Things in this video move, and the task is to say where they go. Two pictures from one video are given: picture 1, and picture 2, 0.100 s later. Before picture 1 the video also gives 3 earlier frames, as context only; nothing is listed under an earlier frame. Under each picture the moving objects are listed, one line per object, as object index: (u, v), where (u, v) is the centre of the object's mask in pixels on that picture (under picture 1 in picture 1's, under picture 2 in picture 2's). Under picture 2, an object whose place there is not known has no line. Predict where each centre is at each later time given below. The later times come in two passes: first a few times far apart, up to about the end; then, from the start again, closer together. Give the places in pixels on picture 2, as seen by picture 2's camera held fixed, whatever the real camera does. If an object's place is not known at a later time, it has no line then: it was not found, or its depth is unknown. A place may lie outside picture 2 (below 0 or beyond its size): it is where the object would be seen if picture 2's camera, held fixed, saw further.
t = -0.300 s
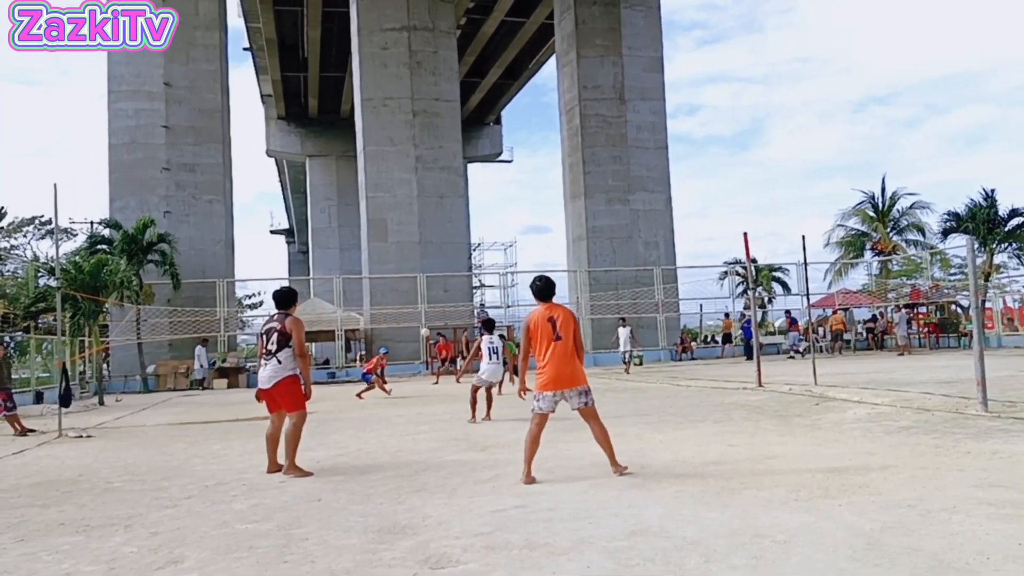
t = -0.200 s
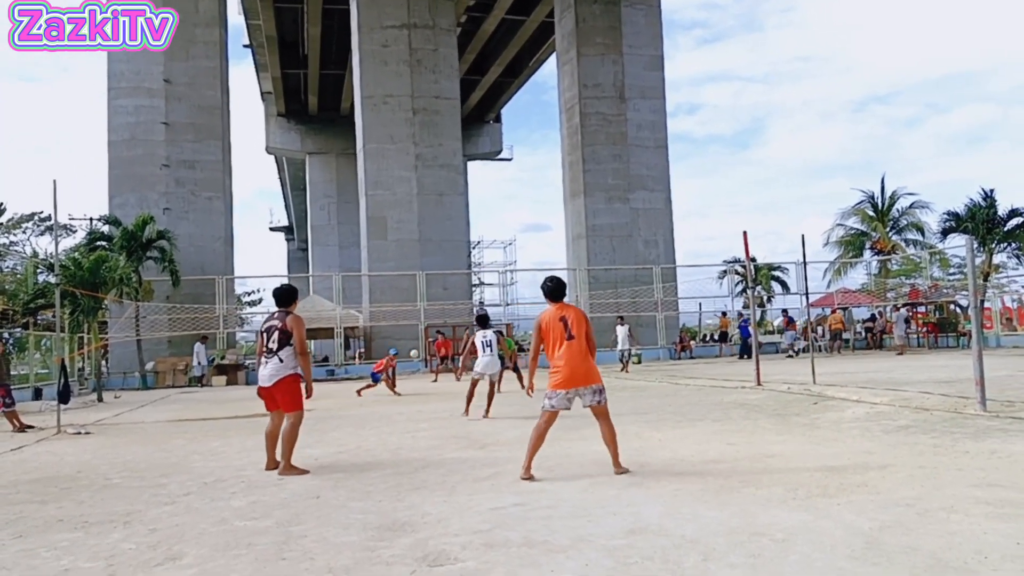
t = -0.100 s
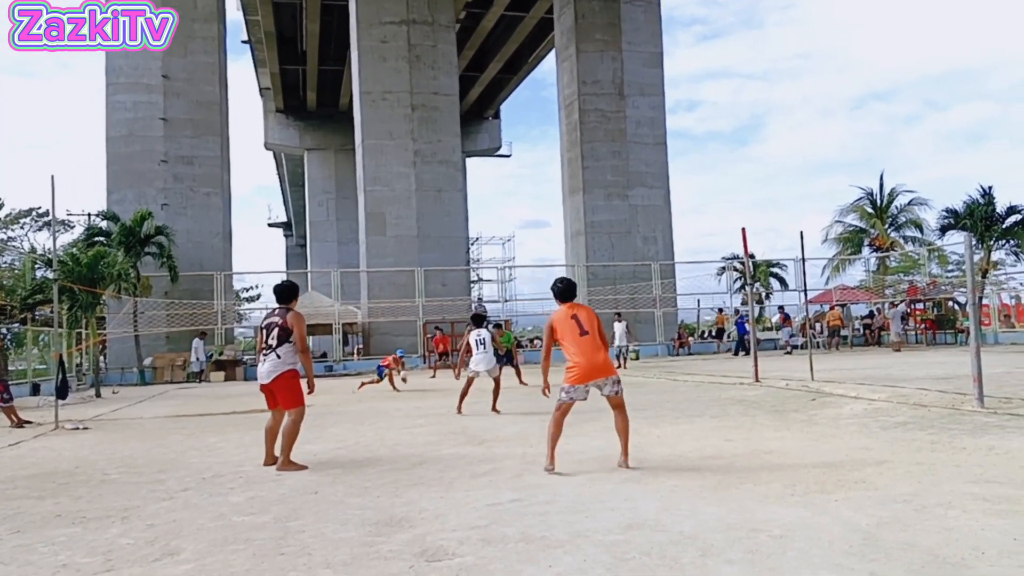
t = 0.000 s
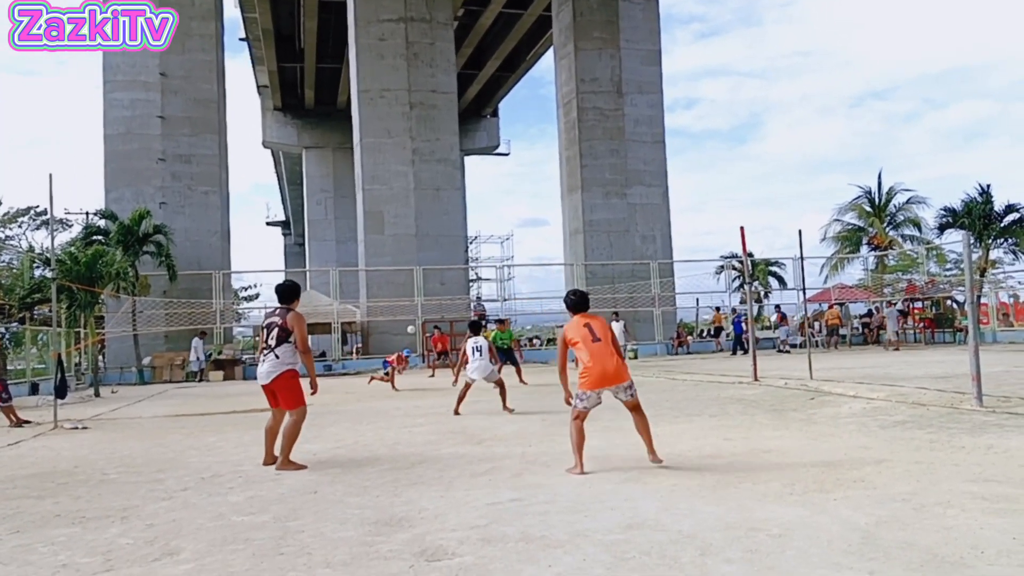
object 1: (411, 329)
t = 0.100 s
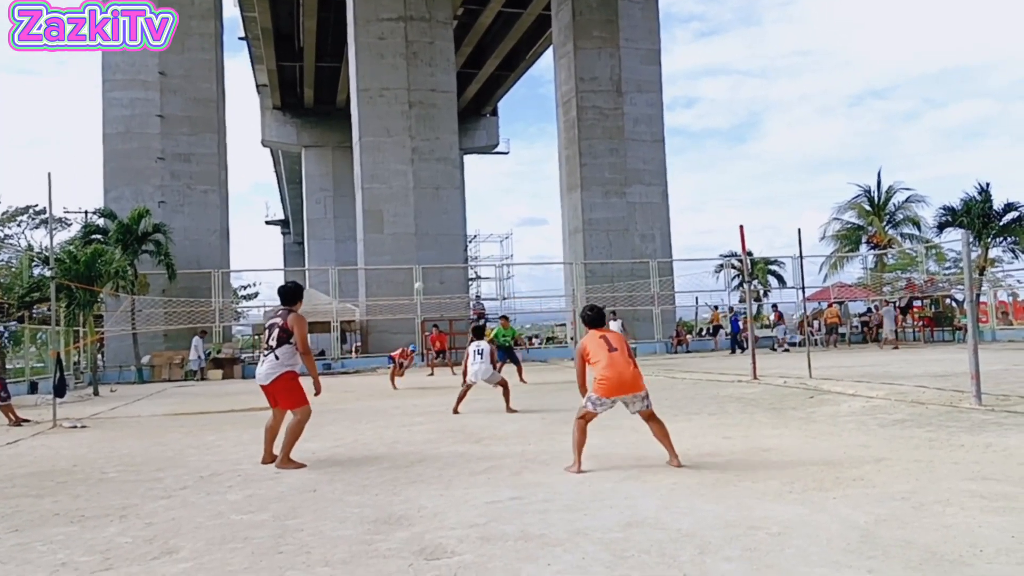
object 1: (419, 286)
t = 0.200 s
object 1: (427, 246)
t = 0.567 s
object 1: (458, 123)
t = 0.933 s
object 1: (494, 49)
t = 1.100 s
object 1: (514, 41)
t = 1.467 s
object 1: (569, 126)
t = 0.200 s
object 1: (427, 246)
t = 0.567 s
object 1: (458, 123)
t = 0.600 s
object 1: (461, 113)
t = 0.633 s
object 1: (464, 105)
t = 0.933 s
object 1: (494, 49)
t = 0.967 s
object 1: (498, 46)
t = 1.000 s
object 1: (501, 44)
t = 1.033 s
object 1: (505, 42)
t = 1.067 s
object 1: (509, 41)
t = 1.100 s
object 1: (514, 41)
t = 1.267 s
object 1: (536, 59)
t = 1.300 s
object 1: (541, 66)
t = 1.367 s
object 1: (551, 85)
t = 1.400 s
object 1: (557, 97)
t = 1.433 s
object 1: (563, 110)
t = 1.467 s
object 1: (569, 126)
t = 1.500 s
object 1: (575, 144)
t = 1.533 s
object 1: (582, 165)
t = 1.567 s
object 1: (589, 188)
